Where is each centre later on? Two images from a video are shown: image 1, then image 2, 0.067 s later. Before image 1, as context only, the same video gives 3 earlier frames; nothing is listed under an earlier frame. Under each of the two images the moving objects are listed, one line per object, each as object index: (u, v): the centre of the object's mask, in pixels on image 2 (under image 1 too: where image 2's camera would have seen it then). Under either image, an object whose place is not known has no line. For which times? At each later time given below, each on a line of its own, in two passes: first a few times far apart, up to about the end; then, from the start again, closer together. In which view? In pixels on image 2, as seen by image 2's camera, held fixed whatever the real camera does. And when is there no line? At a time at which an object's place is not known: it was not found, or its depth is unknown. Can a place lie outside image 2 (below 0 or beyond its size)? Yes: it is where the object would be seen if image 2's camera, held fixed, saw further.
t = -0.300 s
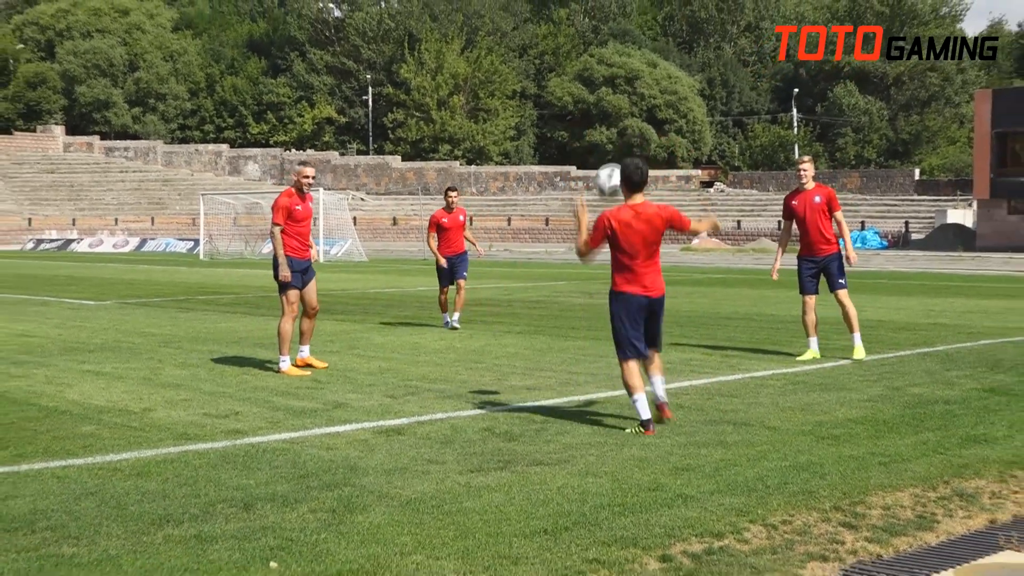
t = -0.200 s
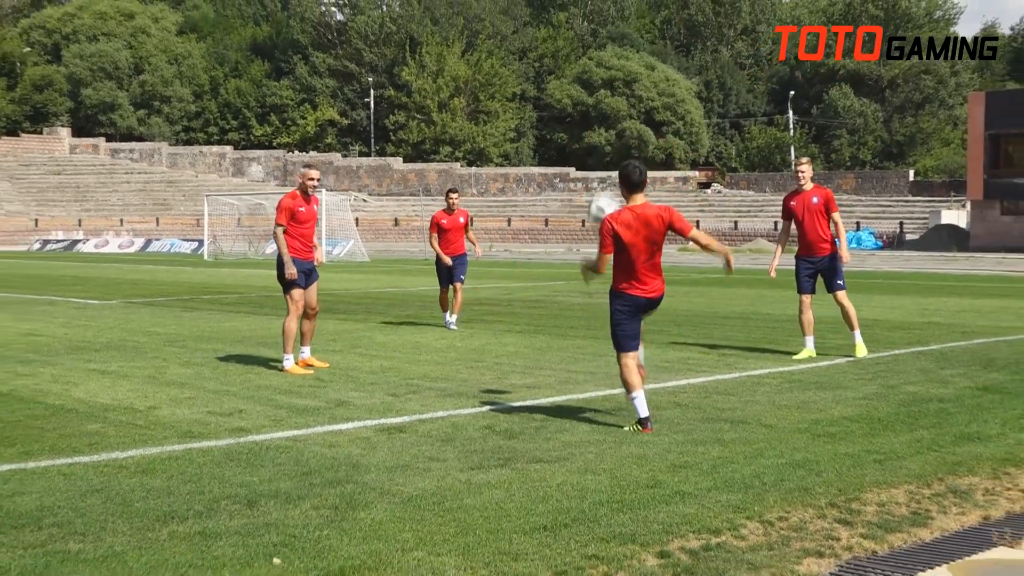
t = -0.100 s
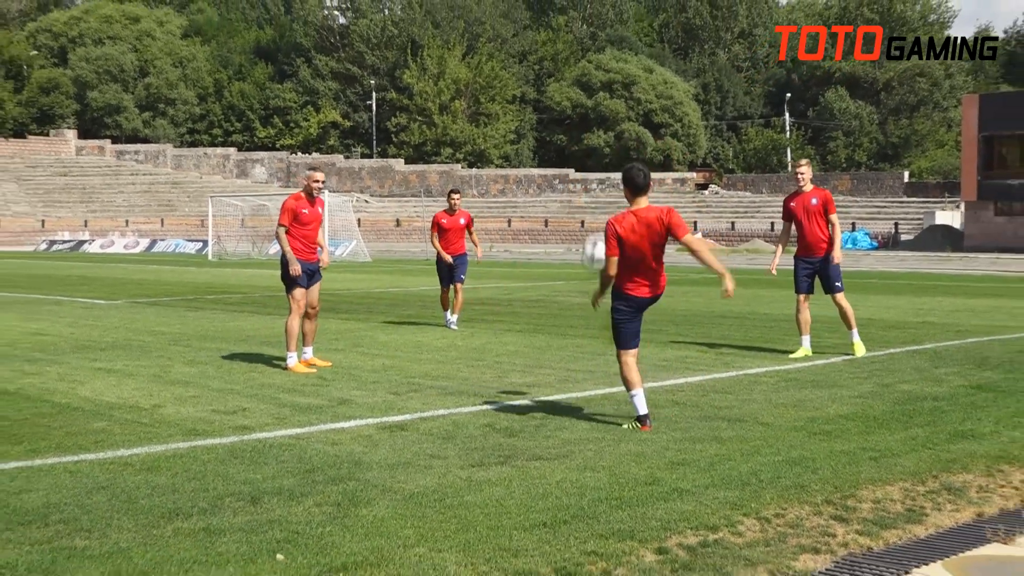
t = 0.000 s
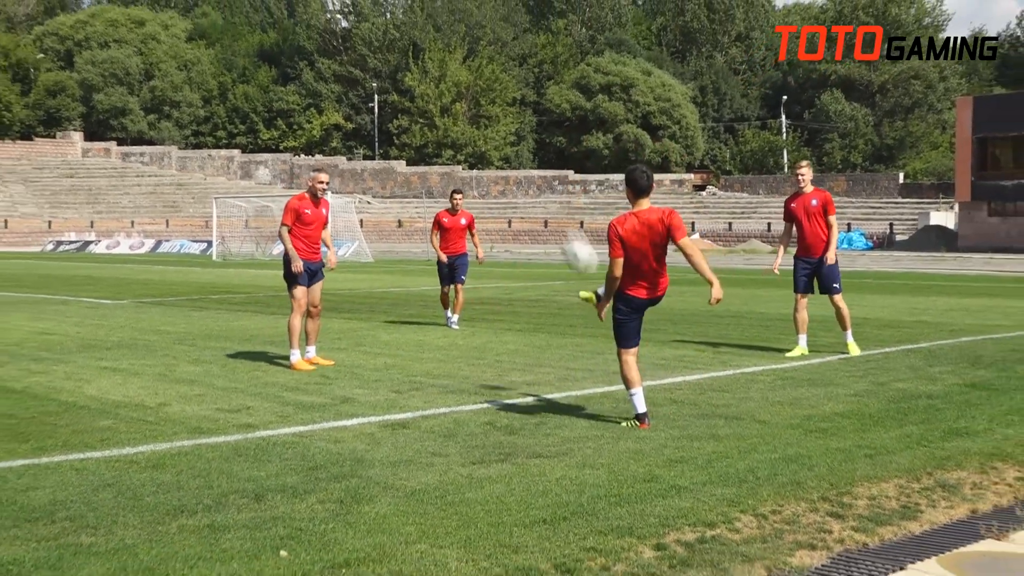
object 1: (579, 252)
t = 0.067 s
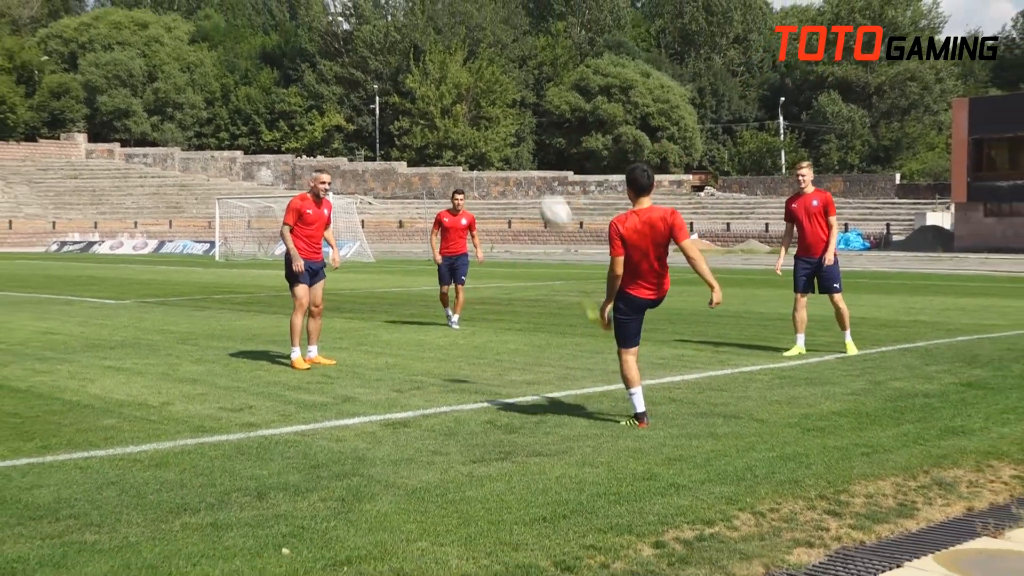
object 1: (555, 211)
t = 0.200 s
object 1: (515, 154)
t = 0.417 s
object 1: (456, 115)
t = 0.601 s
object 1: (412, 128)
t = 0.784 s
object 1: (375, 178)
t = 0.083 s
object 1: (550, 202)
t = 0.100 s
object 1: (545, 196)
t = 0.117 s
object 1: (541, 188)
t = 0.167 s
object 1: (524, 165)
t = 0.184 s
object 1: (519, 159)
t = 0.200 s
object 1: (515, 154)
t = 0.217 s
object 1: (510, 149)
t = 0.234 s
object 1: (505, 145)
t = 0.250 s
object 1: (499, 139)
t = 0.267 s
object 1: (494, 135)
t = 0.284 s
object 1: (491, 131)
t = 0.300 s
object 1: (486, 128)
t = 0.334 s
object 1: (477, 123)
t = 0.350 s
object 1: (472, 120)
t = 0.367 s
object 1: (467, 118)
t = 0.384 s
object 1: (464, 116)
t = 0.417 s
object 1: (456, 115)
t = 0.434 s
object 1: (451, 114)
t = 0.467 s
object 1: (442, 115)
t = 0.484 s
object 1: (438, 116)
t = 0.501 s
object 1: (435, 116)
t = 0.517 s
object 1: (431, 117)
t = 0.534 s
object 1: (428, 119)
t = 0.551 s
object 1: (423, 120)
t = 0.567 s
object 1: (419, 123)
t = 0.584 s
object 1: (416, 125)
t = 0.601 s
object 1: (412, 128)
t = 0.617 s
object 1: (408, 131)
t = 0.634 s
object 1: (405, 134)
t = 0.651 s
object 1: (401, 138)
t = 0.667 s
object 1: (397, 142)
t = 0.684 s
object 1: (394, 145)
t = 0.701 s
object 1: (391, 149)
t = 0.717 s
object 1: (388, 153)
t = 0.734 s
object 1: (385, 159)
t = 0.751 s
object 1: (380, 166)
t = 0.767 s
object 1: (377, 173)
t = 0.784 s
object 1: (375, 178)
